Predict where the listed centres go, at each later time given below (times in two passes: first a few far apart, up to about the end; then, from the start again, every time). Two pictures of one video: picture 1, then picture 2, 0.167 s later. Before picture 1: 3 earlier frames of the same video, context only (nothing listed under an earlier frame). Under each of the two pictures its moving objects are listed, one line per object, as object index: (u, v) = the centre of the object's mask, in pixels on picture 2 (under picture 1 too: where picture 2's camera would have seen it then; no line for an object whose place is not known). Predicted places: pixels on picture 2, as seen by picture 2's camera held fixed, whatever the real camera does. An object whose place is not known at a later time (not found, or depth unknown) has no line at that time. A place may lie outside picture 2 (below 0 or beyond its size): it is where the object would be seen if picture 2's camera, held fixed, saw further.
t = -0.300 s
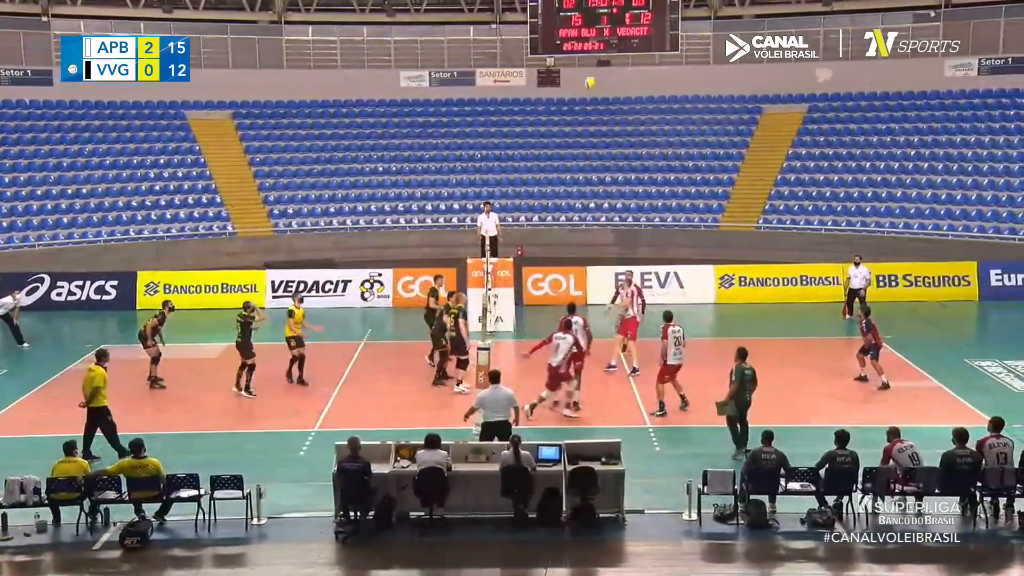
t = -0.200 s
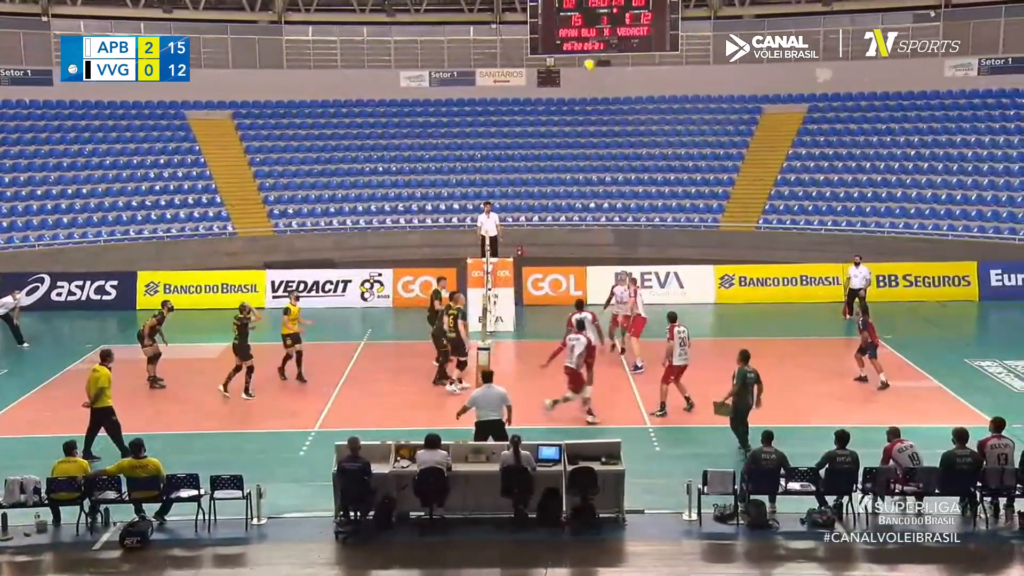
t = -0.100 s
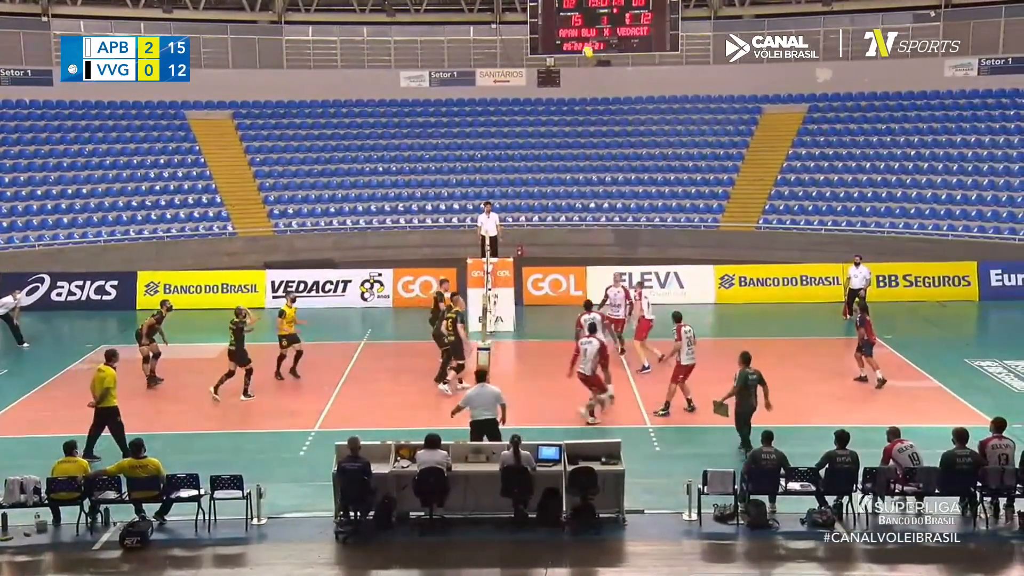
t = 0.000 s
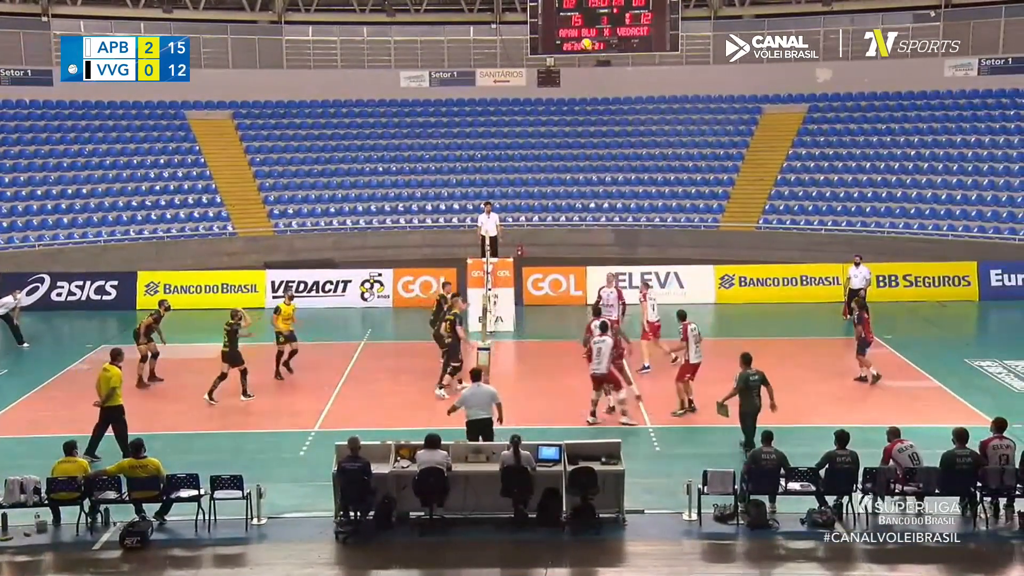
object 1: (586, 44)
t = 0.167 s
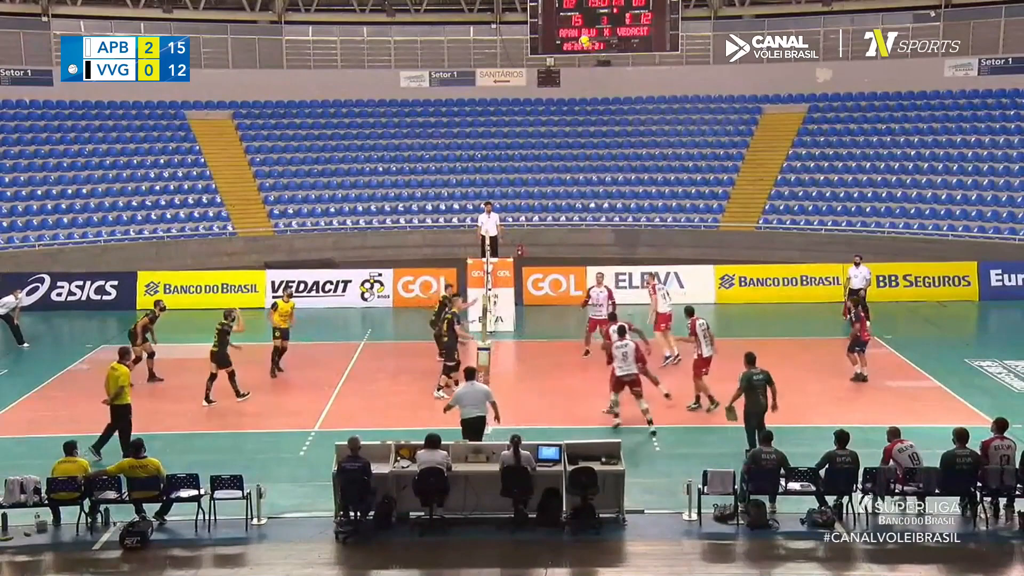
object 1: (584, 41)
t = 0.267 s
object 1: (583, 45)
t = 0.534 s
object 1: (579, 81)
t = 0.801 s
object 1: (576, 147)
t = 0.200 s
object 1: (584, 42)
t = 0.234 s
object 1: (583, 43)
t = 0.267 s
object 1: (583, 45)
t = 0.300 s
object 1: (582, 48)
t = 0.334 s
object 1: (582, 51)
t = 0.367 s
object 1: (581, 55)
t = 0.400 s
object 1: (581, 59)
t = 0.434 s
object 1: (580, 64)
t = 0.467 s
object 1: (580, 69)
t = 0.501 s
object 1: (580, 75)
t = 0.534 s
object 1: (579, 81)
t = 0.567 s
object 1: (579, 87)
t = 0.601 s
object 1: (578, 95)
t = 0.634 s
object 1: (578, 103)
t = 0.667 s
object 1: (577, 111)
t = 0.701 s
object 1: (577, 119)
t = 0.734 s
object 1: (576, 128)
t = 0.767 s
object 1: (576, 137)
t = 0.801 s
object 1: (576, 147)
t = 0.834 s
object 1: (575, 158)
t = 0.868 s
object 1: (575, 168)
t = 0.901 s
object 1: (575, 179)
